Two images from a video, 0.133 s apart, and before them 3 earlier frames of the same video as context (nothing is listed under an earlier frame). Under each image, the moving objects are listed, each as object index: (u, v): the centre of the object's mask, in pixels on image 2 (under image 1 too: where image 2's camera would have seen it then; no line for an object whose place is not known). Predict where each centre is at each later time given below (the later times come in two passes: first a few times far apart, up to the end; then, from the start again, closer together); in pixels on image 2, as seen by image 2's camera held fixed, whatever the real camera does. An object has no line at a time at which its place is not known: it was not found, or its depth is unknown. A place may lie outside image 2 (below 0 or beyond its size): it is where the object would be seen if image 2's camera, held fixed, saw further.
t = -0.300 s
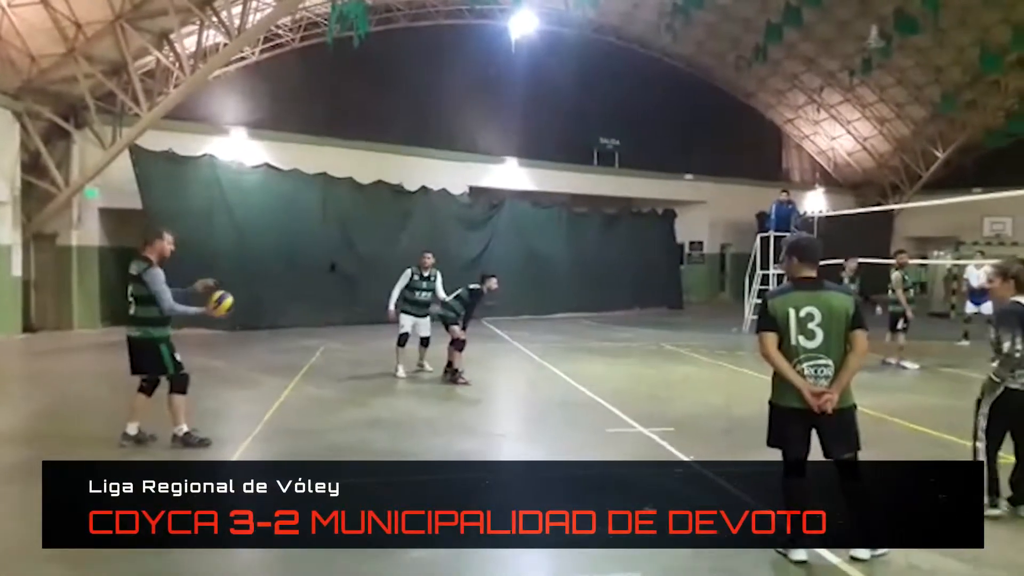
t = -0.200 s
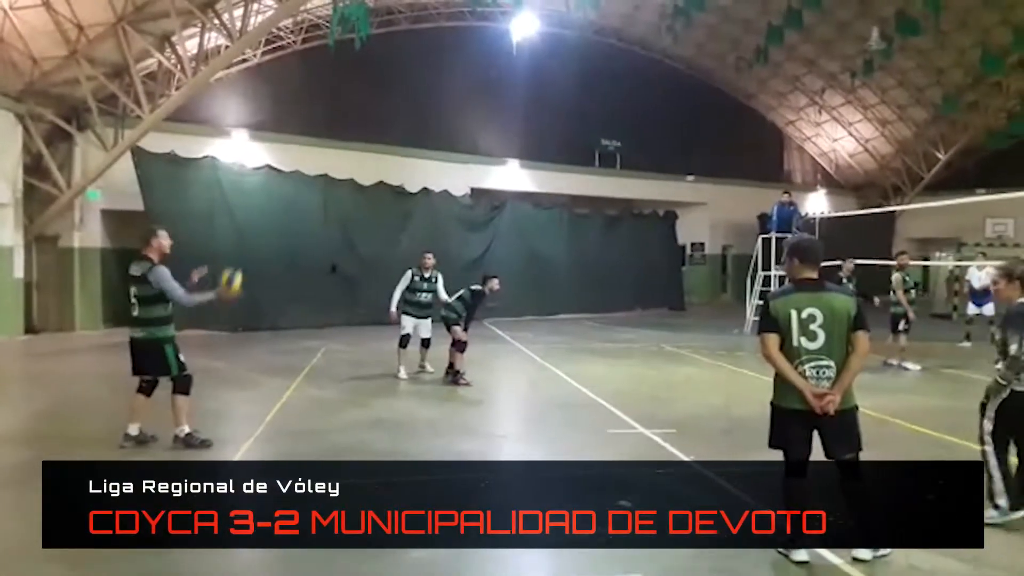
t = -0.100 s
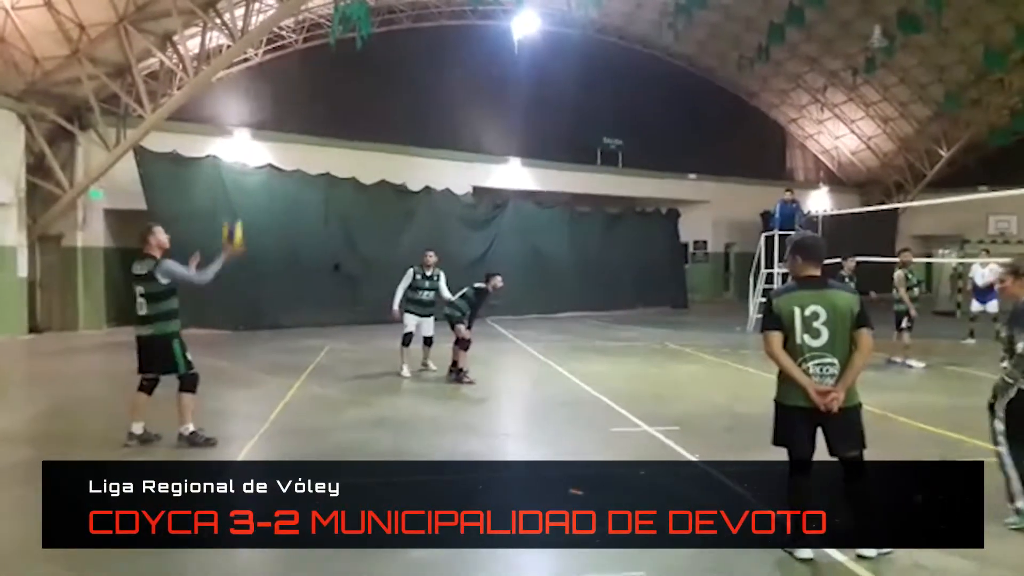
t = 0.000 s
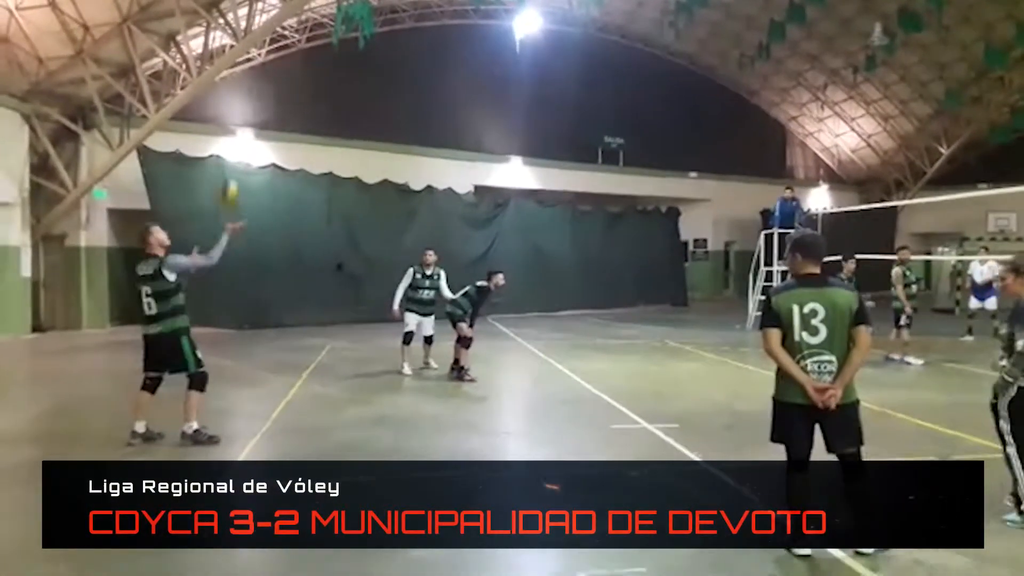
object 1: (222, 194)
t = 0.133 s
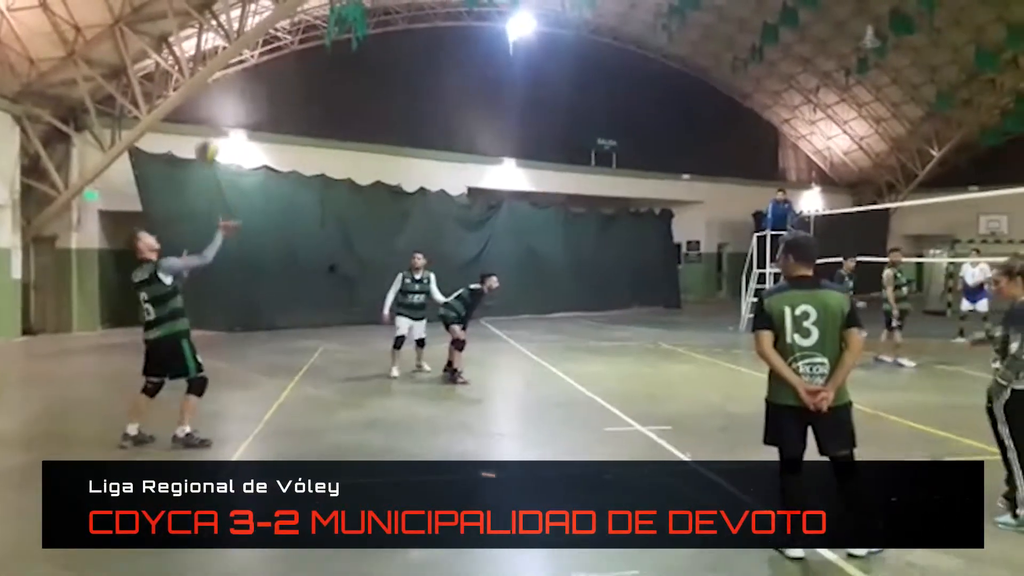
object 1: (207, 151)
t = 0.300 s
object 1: (195, 127)
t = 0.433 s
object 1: (184, 130)
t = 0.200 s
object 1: (203, 138)
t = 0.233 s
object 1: (200, 133)
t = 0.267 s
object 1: (198, 130)
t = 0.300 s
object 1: (195, 127)
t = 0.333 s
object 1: (192, 126)
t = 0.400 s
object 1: (186, 127)
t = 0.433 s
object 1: (184, 130)
